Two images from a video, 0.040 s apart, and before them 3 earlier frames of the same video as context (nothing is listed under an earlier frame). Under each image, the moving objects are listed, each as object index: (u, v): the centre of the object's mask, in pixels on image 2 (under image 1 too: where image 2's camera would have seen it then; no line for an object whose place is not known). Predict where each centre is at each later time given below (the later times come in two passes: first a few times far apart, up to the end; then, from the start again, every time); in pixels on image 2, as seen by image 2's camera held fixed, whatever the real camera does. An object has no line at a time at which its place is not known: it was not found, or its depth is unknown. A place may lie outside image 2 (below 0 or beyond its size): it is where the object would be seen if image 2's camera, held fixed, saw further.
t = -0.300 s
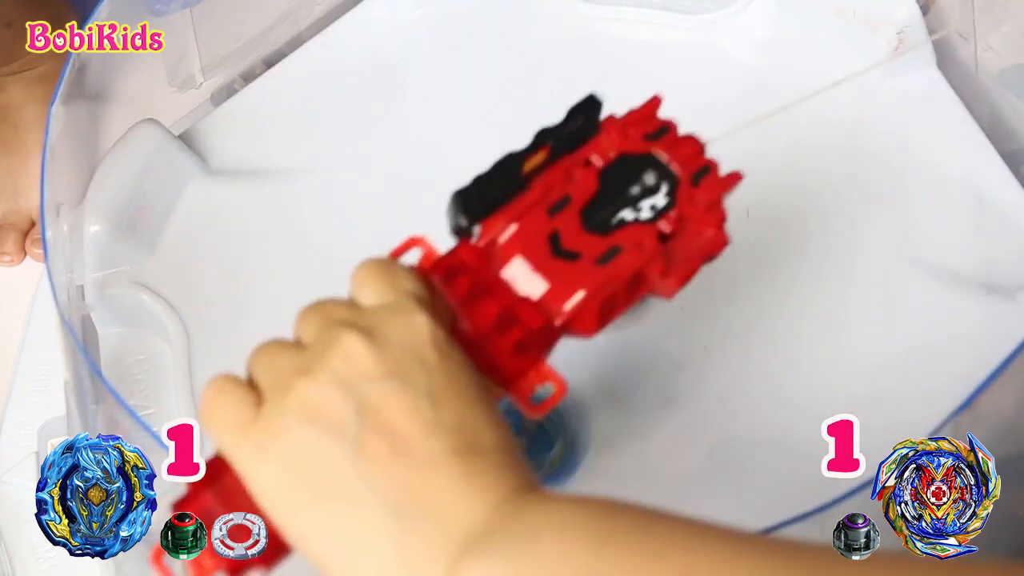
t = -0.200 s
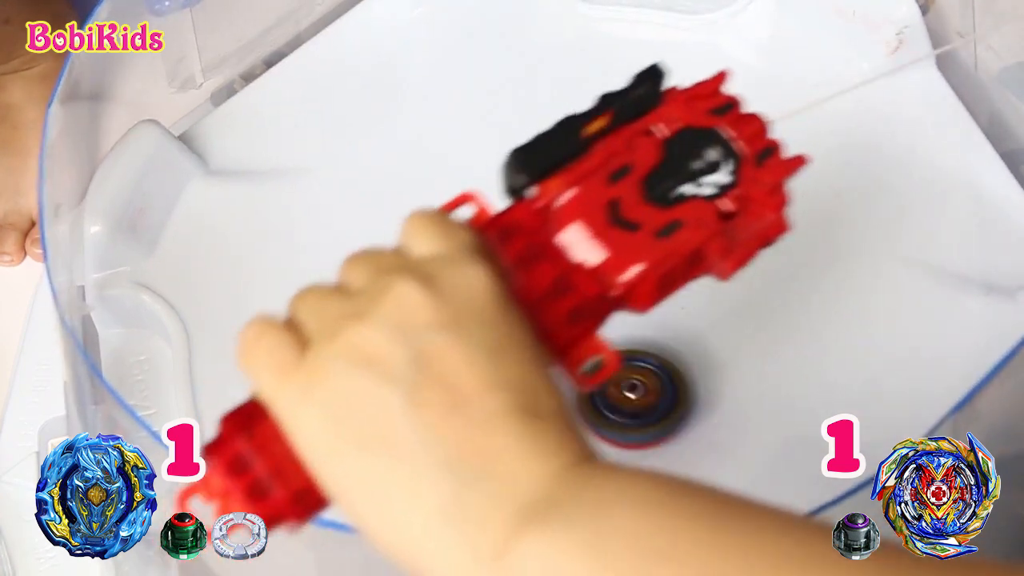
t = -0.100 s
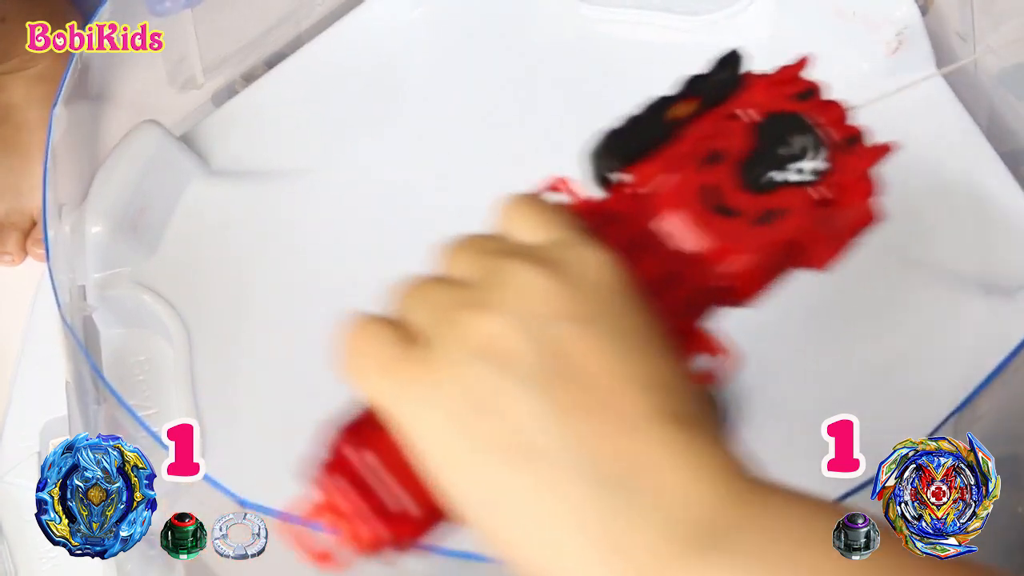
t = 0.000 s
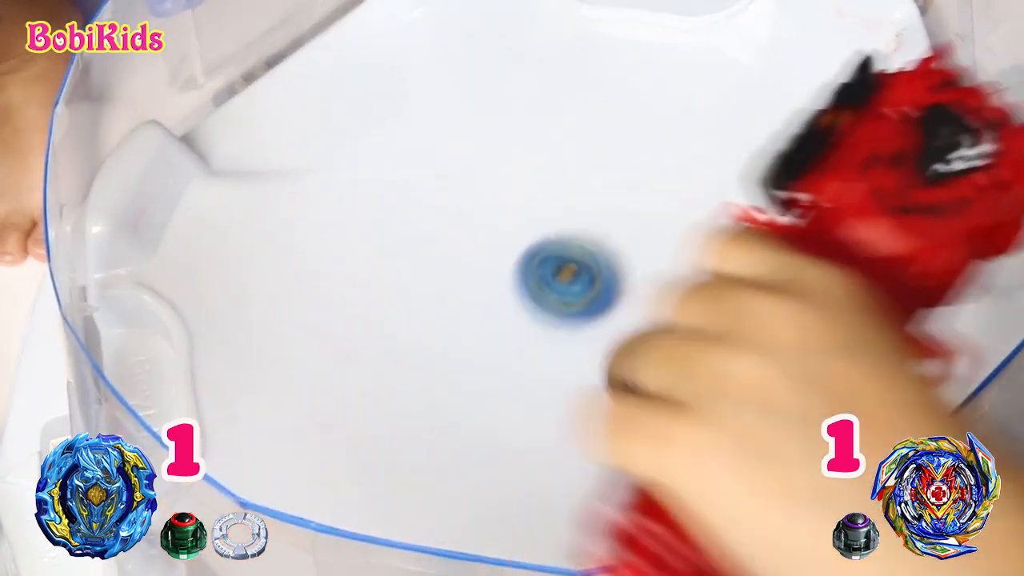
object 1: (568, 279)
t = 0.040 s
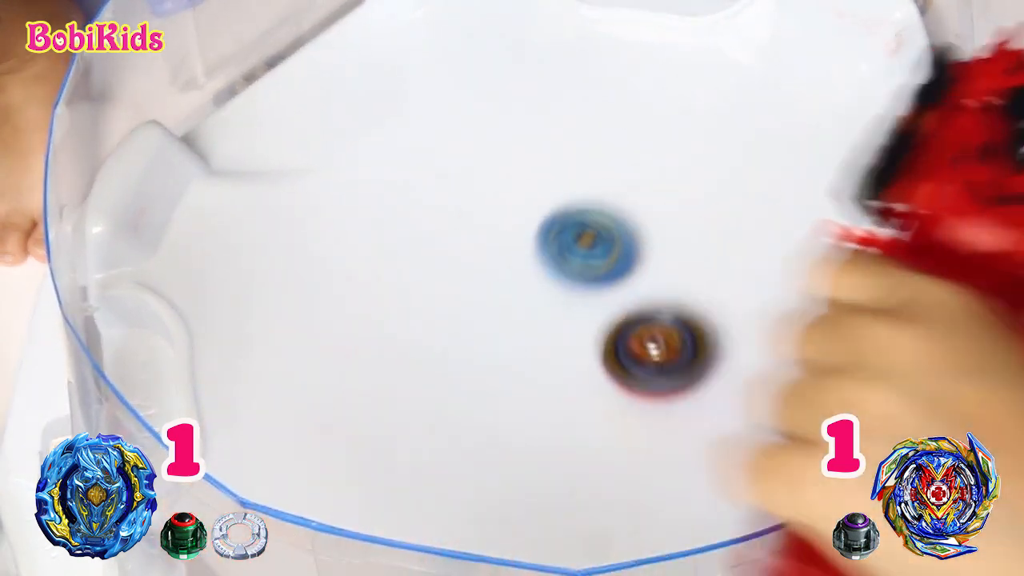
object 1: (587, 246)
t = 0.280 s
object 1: (592, 74)
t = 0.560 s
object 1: (453, 45)
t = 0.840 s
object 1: (448, 298)
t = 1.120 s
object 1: (916, 375)
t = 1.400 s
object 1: (950, 126)
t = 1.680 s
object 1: (810, 178)
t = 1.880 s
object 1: (586, 301)
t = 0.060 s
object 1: (594, 229)
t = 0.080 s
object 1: (601, 212)
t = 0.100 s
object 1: (606, 195)
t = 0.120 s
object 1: (611, 178)
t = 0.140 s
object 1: (614, 162)
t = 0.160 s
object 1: (614, 146)
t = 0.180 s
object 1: (613, 132)
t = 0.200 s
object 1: (612, 118)
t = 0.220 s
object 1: (608, 106)
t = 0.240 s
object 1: (603, 94)
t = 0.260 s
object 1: (598, 84)
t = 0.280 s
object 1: (592, 74)
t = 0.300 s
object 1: (584, 66)
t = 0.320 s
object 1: (577, 58)
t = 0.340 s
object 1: (569, 51)
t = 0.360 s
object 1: (560, 45)
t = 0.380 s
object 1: (551, 40)
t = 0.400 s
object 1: (541, 36)
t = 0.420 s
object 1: (530, 34)
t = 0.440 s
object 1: (518, 33)
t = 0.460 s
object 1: (507, 32)
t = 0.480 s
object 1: (496, 32)
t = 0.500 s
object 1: (485, 33)
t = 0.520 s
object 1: (474, 35)
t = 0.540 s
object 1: (464, 39)
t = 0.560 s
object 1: (453, 45)
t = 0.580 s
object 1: (444, 53)
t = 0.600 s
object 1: (435, 63)
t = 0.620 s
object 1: (426, 74)
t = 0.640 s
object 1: (419, 87)
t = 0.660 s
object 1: (412, 101)
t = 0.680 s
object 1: (406, 116)
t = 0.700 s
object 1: (402, 133)
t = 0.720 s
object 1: (400, 151)
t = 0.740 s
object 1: (400, 171)
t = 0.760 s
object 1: (403, 193)
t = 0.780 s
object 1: (410, 217)
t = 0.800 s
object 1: (419, 243)
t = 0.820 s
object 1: (431, 269)
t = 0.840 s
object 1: (448, 298)
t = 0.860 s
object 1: (470, 326)
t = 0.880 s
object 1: (496, 352)
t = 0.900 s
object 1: (528, 374)
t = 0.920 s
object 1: (562, 392)
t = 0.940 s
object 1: (595, 407)
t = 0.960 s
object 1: (632, 416)
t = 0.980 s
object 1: (671, 425)
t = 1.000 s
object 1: (709, 428)
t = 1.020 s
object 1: (744, 424)
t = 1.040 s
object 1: (781, 420)
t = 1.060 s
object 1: (816, 406)
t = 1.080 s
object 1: (857, 397)
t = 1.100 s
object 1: (888, 388)
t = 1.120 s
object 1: (916, 375)
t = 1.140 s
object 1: (943, 354)
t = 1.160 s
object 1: (968, 333)
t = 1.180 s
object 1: (985, 311)
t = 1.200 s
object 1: (988, 283)
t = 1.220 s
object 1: (989, 257)
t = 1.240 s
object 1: (989, 237)
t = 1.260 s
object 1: (986, 214)
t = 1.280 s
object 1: (983, 201)
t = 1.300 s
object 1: (980, 191)
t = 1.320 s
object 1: (979, 173)
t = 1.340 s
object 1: (976, 159)
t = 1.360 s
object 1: (971, 146)
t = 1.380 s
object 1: (962, 136)
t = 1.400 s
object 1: (950, 126)
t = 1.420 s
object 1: (939, 116)
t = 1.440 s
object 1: (929, 108)
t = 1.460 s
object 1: (920, 100)
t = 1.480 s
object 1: (911, 92)
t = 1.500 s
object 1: (903, 83)
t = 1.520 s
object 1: (895, 79)
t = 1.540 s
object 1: (885, 82)
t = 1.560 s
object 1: (873, 92)
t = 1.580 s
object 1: (862, 103)
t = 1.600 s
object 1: (855, 115)
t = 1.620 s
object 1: (845, 129)
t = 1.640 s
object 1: (836, 145)
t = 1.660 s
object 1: (825, 161)
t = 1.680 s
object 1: (810, 178)
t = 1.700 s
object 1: (794, 193)
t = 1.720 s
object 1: (777, 208)
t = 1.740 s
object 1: (755, 224)
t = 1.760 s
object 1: (733, 237)
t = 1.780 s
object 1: (711, 250)
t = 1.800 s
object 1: (685, 262)
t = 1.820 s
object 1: (660, 273)
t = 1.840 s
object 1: (635, 282)
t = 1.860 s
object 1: (609, 292)
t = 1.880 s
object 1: (586, 301)
